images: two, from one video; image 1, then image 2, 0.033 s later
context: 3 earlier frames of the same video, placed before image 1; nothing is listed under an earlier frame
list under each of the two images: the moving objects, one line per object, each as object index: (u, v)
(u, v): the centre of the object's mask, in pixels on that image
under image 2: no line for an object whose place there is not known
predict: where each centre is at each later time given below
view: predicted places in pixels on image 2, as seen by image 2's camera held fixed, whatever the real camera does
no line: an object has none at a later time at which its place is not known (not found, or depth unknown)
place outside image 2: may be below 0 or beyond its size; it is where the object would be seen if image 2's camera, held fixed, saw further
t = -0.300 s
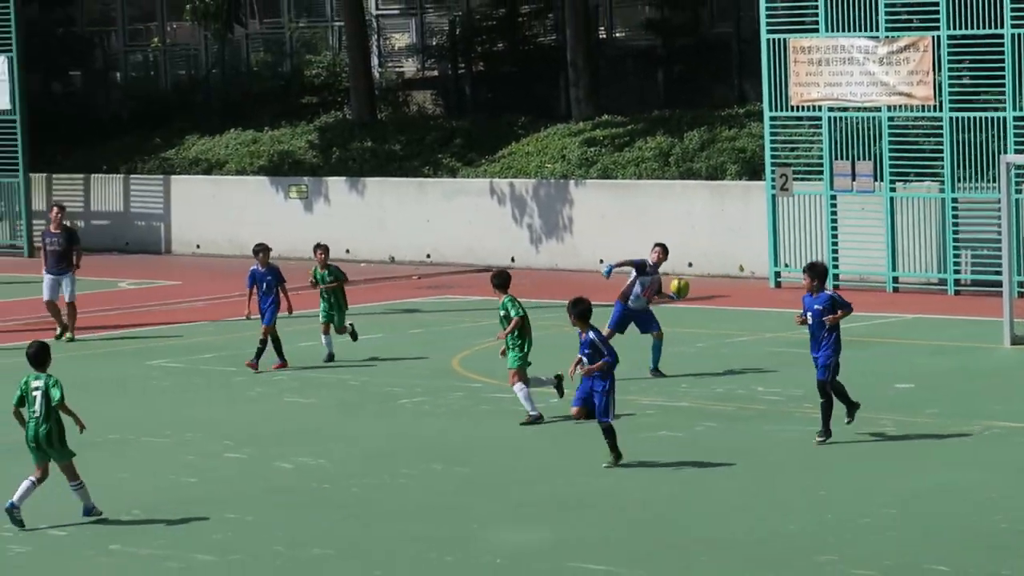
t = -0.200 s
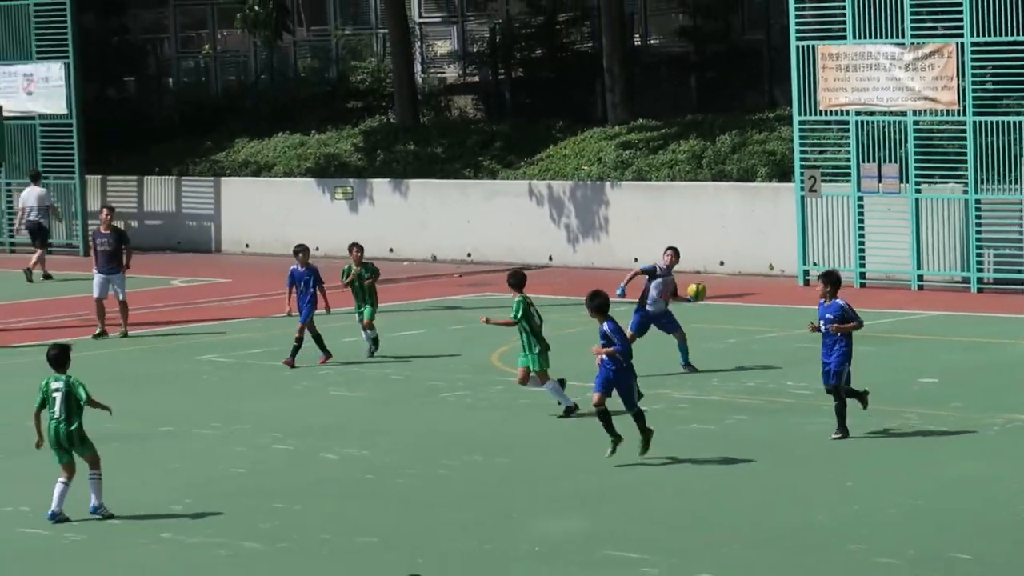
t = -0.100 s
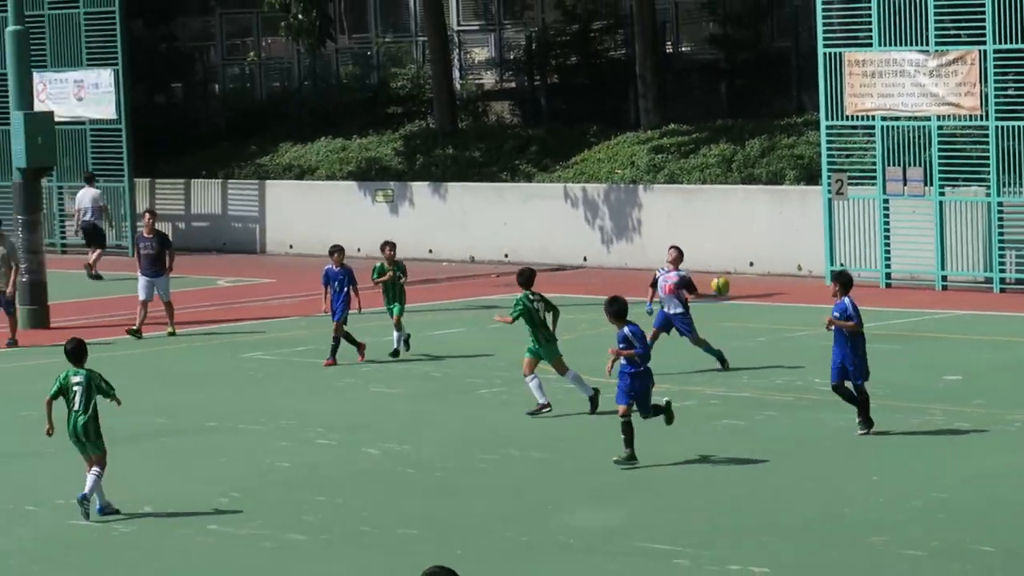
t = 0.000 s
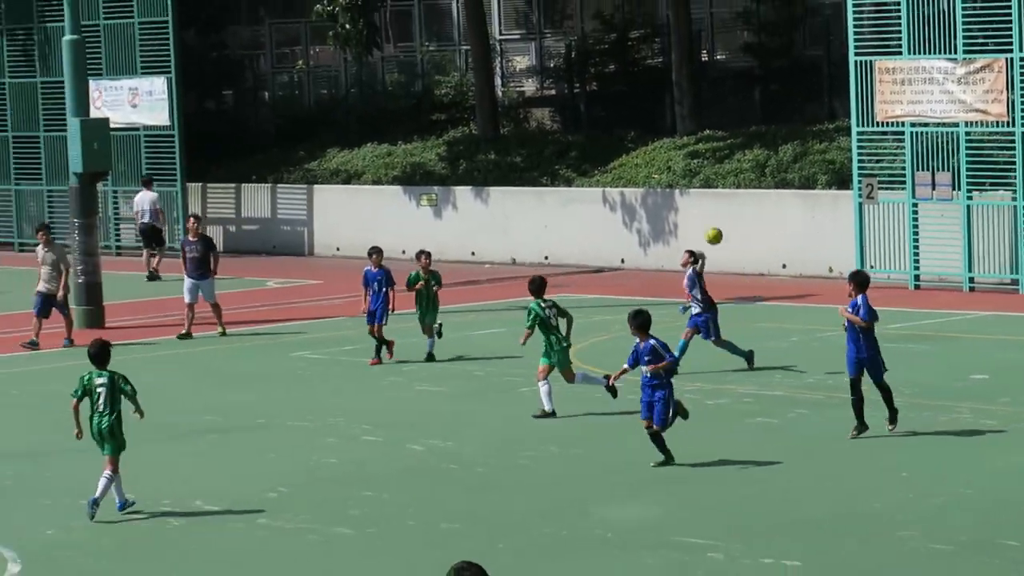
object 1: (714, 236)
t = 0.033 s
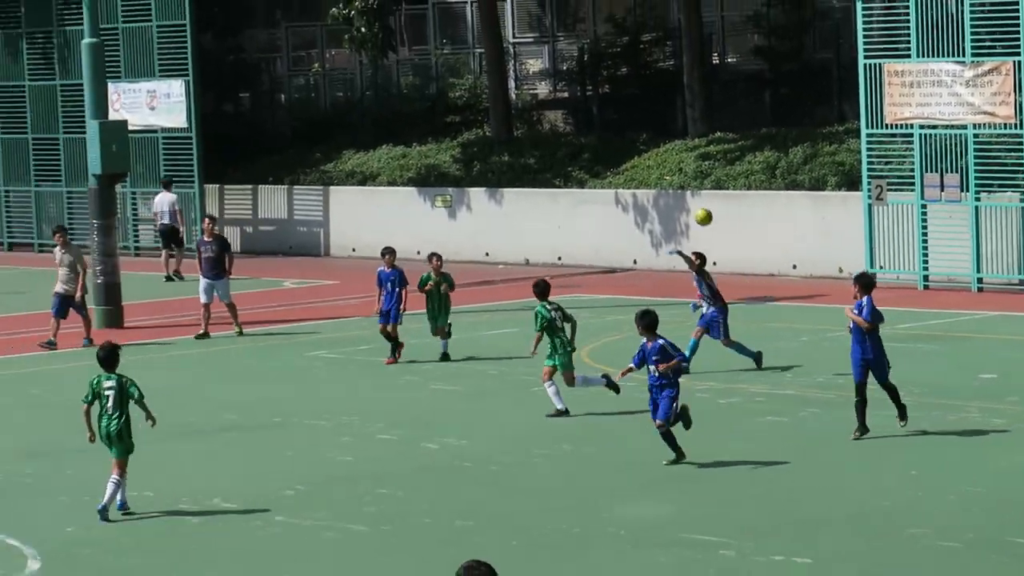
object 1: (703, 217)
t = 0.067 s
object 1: (682, 197)
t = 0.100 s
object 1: (659, 178)
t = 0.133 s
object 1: (635, 159)
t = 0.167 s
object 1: (615, 144)
